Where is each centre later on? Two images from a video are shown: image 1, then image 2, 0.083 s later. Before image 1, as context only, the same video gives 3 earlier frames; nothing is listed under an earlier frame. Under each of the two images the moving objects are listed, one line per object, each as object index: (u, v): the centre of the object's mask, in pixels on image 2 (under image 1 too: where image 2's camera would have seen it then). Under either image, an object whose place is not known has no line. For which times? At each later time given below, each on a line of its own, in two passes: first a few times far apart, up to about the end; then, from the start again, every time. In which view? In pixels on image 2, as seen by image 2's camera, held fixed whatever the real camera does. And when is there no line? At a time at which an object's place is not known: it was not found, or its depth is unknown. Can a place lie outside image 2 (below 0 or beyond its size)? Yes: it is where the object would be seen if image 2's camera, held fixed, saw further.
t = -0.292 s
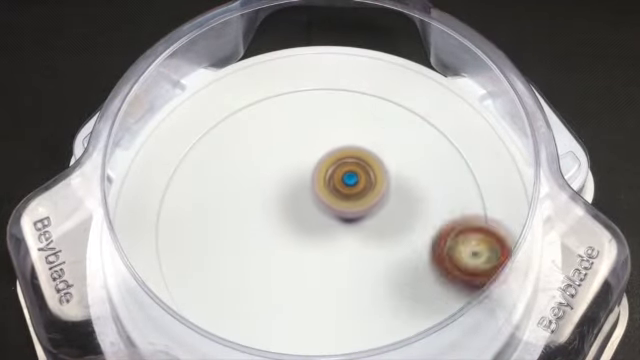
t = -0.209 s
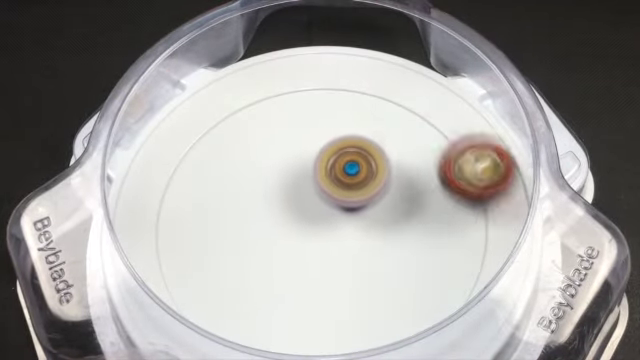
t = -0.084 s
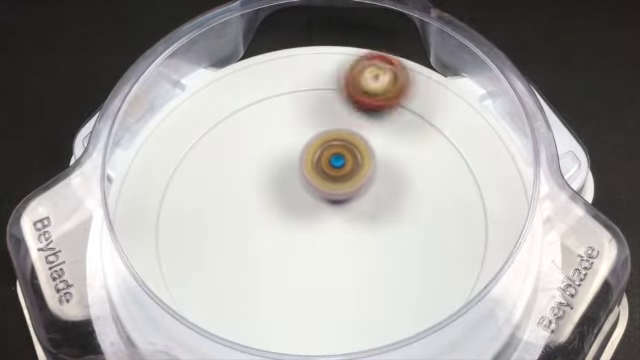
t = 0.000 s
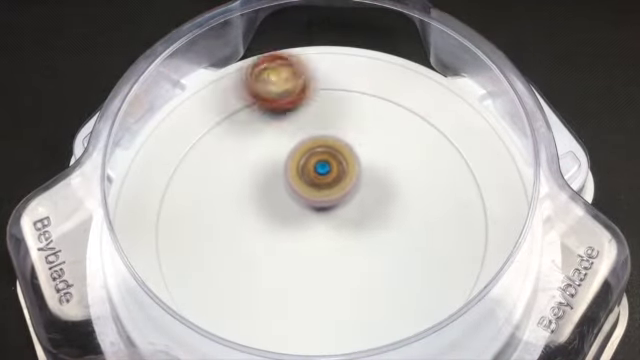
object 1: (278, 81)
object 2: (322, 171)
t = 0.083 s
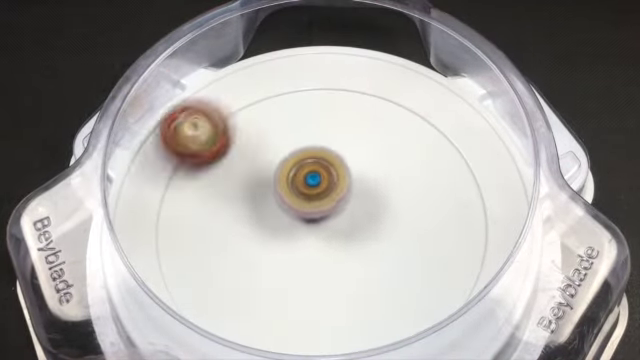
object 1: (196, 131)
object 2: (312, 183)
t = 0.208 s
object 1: (170, 255)
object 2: (315, 209)
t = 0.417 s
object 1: (378, 331)
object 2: (352, 240)
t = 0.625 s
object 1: (472, 161)
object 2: (380, 219)
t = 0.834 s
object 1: (281, 82)
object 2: (343, 195)
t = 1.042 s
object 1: (163, 226)
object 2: (295, 224)
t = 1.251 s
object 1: (330, 339)
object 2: (309, 269)
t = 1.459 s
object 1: (480, 204)
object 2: (356, 245)
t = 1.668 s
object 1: (348, 79)
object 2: (321, 193)
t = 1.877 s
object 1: (180, 158)
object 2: (264, 204)
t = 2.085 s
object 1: (227, 327)
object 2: (281, 248)
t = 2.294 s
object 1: (443, 298)
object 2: (340, 223)
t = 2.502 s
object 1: (441, 129)
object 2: (325, 176)
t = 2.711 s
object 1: (275, 84)
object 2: (291, 191)
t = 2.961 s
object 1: (165, 248)
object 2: (312, 222)
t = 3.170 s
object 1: (336, 337)
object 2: (319, 212)
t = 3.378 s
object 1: (479, 222)
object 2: (339, 211)
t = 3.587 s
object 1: (393, 89)
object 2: (329, 230)
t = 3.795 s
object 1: (221, 110)
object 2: (313, 218)
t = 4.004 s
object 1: (179, 267)
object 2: (336, 223)
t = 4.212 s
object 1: (348, 338)
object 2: (337, 235)
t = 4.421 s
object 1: (479, 223)
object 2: (303, 222)
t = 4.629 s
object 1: (387, 96)
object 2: (301, 204)
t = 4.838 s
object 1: (220, 117)
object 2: (328, 206)
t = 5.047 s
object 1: (174, 263)
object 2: (339, 222)
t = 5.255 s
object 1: (333, 339)
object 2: (322, 228)
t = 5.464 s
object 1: (467, 238)
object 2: (301, 218)
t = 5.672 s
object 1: (406, 105)
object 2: (306, 202)
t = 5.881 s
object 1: (249, 100)
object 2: (328, 200)
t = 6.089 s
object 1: (176, 230)
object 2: (338, 215)
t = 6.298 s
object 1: (308, 330)
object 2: (324, 229)
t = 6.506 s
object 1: (460, 256)
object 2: (305, 221)
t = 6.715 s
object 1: (419, 119)
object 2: (307, 204)
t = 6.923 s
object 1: (266, 104)
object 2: (325, 202)
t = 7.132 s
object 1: (176, 217)
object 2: (336, 213)
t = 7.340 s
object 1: (270, 329)
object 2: (327, 225)
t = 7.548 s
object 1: (430, 285)
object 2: (311, 223)
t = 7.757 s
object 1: (429, 148)
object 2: (307, 212)
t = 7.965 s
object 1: (298, 99)
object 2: (318, 206)
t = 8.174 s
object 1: (191, 186)
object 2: (328, 211)
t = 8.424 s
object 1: (292, 321)
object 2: (325, 222)
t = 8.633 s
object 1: (438, 267)
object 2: (314, 222)
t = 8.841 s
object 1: (427, 143)
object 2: (310, 213)
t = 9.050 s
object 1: (295, 111)
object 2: (317, 208)
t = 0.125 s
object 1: (171, 172)
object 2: (311, 190)
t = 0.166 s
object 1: (161, 214)
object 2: (311, 199)
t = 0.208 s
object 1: (170, 255)
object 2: (315, 209)
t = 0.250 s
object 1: (192, 292)
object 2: (320, 218)
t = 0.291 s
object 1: (231, 323)
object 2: (326, 226)
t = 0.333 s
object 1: (277, 334)
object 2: (334, 233)
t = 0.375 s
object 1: (330, 337)
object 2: (343, 238)
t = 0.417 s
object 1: (378, 331)
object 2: (352, 240)
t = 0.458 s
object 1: (422, 317)
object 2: (361, 240)
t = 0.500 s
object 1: (456, 282)
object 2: (369, 237)
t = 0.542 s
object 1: (476, 245)
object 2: (376, 233)
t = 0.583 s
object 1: (481, 206)
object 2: (379, 226)
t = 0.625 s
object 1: (472, 161)
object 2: (380, 219)
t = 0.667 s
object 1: (447, 127)
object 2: (377, 211)
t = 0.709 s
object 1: (413, 100)
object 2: (371, 204)
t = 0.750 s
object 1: (370, 83)
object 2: (361, 199)
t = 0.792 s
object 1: (325, 77)
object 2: (352, 196)
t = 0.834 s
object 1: (281, 82)
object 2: (343, 195)
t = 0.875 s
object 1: (241, 96)
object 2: (332, 196)
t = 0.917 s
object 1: (208, 118)
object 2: (321, 200)
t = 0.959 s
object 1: (181, 150)
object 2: (311, 206)
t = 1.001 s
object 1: (166, 188)
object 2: (302, 214)
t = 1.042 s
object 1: (163, 226)
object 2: (295, 224)
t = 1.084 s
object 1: (175, 264)
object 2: (292, 235)
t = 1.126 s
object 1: (199, 301)
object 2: (291, 245)
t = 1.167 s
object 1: (236, 326)
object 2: (294, 255)
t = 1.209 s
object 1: (280, 336)
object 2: (300, 263)
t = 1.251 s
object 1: (330, 339)
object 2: (309, 269)
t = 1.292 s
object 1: (377, 334)
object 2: (320, 272)
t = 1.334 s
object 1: (422, 318)
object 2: (331, 271)
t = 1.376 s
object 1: (455, 285)
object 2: (343, 265)
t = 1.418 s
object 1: (473, 245)
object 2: (352, 256)
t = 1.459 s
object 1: (480, 204)
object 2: (356, 245)
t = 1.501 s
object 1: (470, 166)
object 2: (355, 233)
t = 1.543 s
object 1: (451, 132)
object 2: (351, 220)
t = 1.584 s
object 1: (422, 106)
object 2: (343, 209)
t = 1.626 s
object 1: (386, 88)
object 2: (333, 200)
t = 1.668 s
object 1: (348, 79)
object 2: (321, 193)
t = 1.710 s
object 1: (307, 78)
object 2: (309, 189)
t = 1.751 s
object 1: (270, 88)
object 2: (295, 189)
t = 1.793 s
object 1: (233, 104)
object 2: (284, 191)
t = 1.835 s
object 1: (204, 127)
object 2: (273, 196)
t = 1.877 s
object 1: (180, 158)
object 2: (264, 204)
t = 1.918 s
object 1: (166, 192)
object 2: (258, 214)
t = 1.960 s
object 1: (161, 228)
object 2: (257, 224)
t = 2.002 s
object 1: (171, 263)
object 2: (262, 234)
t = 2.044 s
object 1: (191, 298)
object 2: (269, 242)
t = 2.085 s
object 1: (227, 327)
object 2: (281, 248)
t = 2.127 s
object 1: (272, 337)
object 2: (293, 248)
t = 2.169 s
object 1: (321, 339)
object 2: (308, 245)
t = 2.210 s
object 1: (370, 335)
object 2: (322, 240)
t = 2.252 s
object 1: (410, 326)
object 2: (333, 233)
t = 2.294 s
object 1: (443, 298)
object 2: (340, 223)
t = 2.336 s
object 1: (462, 264)
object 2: (343, 213)
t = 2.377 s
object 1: (475, 229)
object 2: (343, 202)
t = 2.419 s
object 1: (474, 193)
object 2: (340, 192)
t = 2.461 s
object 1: (462, 159)
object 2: (333, 183)
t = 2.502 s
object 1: (441, 129)
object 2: (325, 176)
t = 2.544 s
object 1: (413, 107)
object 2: (314, 173)
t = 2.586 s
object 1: (381, 92)
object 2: (303, 173)
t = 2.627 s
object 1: (348, 82)
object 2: (295, 178)
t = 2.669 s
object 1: (311, 79)
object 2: (291, 184)
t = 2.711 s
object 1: (275, 84)
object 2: (291, 191)
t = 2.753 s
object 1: (239, 96)
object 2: (292, 198)
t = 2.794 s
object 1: (209, 116)
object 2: (295, 205)
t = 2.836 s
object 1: (185, 144)
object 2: (299, 211)
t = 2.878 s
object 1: (168, 176)
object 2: (303, 216)
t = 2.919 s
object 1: (160, 211)
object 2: (308, 220)
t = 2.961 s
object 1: (165, 248)
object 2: (312, 222)
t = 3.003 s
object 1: (182, 285)
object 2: (315, 223)
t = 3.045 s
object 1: (209, 316)
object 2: (317, 223)
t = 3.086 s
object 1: (247, 330)
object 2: (318, 221)
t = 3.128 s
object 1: (291, 337)
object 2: (318, 218)
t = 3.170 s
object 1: (336, 337)
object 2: (319, 212)
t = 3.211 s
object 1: (382, 331)
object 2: (322, 207)
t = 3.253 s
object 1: (419, 318)
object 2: (327, 204)
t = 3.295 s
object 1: (447, 289)
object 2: (333, 203)
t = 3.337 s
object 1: (466, 257)
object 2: (336, 206)
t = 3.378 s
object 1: (479, 222)
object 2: (339, 211)
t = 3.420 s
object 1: (480, 187)
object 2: (340, 216)
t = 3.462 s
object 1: (469, 157)
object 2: (340, 221)
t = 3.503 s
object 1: (449, 129)
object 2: (338, 225)
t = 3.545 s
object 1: (424, 105)
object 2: (334, 228)
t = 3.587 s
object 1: (393, 89)
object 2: (329, 230)
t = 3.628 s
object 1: (357, 79)
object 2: (322, 231)
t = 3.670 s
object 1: (322, 76)
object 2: (317, 229)
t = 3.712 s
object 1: (286, 80)
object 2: (313, 225)
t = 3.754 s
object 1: (250, 92)
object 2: (312, 221)
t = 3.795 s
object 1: (221, 110)
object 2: (313, 218)
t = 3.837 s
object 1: (195, 135)
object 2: (315, 216)
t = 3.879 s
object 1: (177, 165)
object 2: (320, 216)
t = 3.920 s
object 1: (168, 198)
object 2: (325, 218)
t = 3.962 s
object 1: (167, 233)
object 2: (331, 221)
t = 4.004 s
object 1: (179, 267)
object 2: (336, 223)
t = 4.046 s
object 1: (199, 299)
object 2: (340, 227)
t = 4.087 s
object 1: (228, 325)
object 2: (342, 230)
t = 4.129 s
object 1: (265, 335)
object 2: (342, 232)
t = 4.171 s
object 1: (307, 340)
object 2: (341, 233)
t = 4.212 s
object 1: (348, 338)
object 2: (337, 235)
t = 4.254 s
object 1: (389, 332)
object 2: (331, 234)
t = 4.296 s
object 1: (425, 317)
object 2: (324, 233)
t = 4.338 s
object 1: (451, 291)
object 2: (316, 231)
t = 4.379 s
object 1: (467, 257)
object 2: (309, 227)
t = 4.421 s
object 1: (479, 223)
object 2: (303, 222)
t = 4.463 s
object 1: (478, 192)
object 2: (298, 218)
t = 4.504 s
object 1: (465, 159)
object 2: (296, 214)
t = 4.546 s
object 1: (445, 133)
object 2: (297, 209)
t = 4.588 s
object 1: (419, 111)
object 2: (299, 206)
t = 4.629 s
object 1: (387, 96)
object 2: (301, 204)
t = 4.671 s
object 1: (354, 88)
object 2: (306, 202)
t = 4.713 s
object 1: (318, 85)
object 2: (311, 202)
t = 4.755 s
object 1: (285, 90)
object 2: (317, 202)
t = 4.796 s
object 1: (251, 101)
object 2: (324, 204)
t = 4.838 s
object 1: (220, 117)
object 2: (328, 206)
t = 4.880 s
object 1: (196, 140)
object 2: (333, 209)
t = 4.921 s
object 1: (177, 168)
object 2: (337, 212)
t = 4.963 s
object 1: (166, 198)
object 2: (339, 215)
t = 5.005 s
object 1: (164, 231)
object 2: (339, 218)
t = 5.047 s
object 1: (174, 263)
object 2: (339, 222)
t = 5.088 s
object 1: (189, 296)
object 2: (337, 224)
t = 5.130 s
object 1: (217, 323)
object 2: (334, 226)
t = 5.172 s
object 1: (250, 334)
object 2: (331, 227)
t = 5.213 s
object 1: (292, 338)
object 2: (327, 228)
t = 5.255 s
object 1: (333, 339)
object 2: (322, 228)
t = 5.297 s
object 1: (374, 333)
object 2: (317, 227)
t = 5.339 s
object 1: (408, 324)
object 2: (312, 226)
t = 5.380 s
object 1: (437, 298)
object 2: (307, 224)
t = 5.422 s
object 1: (454, 269)
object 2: (304, 221)
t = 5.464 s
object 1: (467, 238)
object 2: (301, 218)
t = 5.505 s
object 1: (470, 206)
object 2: (300, 214)
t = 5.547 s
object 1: (463, 175)
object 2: (300, 210)
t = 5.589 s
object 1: (451, 148)
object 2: (300, 207)
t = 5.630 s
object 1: (431, 124)
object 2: (303, 204)
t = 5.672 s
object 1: (406, 105)
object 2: (306, 202)
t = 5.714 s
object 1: (377, 92)
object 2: (310, 200)
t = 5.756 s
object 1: (345, 84)
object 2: (315, 199)
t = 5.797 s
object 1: (313, 83)
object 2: (319, 198)
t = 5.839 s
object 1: (280, 88)
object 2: (324, 199)
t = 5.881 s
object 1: (249, 100)
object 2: (328, 200)
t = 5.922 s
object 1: (221, 116)
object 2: (332, 202)
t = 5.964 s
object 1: (199, 141)
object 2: (335, 205)
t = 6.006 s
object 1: (183, 167)
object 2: (337, 209)
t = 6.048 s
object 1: (175, 198)
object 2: (338, 212)
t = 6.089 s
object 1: (176, 230)
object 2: (338, 215)
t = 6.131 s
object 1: (187, 261)
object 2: (337, 220)
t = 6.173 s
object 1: (208, 289)
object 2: (335, 222)
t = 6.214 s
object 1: (239, 311)
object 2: (332, 226)
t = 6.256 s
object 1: (273, 324)
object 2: (328, 227)
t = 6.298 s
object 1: (308, 330)
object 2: (324, 229)
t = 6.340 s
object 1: (347, 327)
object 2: (320, 229)
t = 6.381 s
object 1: (385, 325)
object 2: (315, 228)
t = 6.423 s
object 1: (417, 307)
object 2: (311, 226)
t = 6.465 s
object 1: (442, 281)
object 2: (307, 224)
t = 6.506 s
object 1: (460, 256)
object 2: (305, 221)
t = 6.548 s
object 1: (468, 225)
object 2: (304, 217)
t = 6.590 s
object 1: (467, 194)
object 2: (303, 214)
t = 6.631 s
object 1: (458, 166)
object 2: (303, 210)
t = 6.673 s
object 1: (441, 140)
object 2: (305, 208)
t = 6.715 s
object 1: (419, 119)
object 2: (307, 204)
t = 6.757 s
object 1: (392, 105)
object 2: (310, 203)
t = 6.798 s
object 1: (362, 95)
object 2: (314, 202)
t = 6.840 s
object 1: (330, 93)
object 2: (317, 201)
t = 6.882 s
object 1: (297, 96)
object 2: (322, 201)
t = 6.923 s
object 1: (266, 104)
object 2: (325, 202)
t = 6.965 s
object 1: (237, 118)
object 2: (328, 203)
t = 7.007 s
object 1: (213, 138)
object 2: (331, 205)
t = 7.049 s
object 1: (194, 160)
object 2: (334, 207)
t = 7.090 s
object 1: (182, 188)
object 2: (335, 210)
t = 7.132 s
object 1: (176, 217)
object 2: (336, 213)
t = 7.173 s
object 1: (179, 246)
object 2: (335, 216)
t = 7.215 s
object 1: (191, 275)
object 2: (334, 219)
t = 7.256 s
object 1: (212, 298)
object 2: (332, 222)
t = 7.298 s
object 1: (236, 321)
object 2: (330, 224)
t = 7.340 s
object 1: (270, 329)
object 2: (327, 225)
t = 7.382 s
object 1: (306, 330)
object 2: (324, 226)
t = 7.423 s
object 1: (341, 329)
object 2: (320, 227)
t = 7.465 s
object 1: (376, 326)
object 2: (317, 226)
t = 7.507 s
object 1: (406, 309)
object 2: (314, 225)
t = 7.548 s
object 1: (430, 285)
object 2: (311, 223)
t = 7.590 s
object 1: (445, 258)
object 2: (309, 222)
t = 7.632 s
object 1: (452, 229)
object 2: (307, 219)
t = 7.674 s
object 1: (451, 198)
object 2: (307, 217)
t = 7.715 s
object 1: (443, 171)
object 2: (307, 214)
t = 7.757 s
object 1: (429, 148)
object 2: (307, 212)
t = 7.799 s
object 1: (409, 128)
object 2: (308, 209)
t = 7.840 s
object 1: (384, 113)
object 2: (311, 207)
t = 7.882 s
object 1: (357, 103)
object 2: (313, 207)
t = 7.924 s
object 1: (328, 97)
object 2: (316, 205)
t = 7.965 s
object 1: (298, 99)
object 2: (318, 206)
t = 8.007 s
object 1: (269, 107)
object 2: (321, 205)
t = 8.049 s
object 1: (242, 119)
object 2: (323, 206)
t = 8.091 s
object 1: (219, 137)
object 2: (326, 207)
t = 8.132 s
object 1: (202, 160)
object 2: (327, 209)
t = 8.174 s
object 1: (191, 186)
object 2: (328, 211)
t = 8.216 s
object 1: (188, 216)
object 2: (330, 213)
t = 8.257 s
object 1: (195, 244)
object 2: (330, 215)
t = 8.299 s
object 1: (209, 270)
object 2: (329, 217)
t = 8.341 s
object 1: (231, 293)
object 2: (329, 219)
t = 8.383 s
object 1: (259, 310)
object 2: (327, 221)
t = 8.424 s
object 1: (292, 321)
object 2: (325, 222)
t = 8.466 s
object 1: (326, 323)
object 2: (323, 223)
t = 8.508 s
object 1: (358, 319)
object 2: (320, 223)
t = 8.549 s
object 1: (389, 307)
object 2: (318, 224)
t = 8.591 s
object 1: (417, 289)
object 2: (316, 223)
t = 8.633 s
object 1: (438, 267)
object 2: (314, 222)
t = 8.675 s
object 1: (450, 241)
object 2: (312, 221)
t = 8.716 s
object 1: (456, 214)
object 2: (311, 219)
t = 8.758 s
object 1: (453, 188)
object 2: (310, 217)
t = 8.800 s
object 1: (443, 164)
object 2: (310, 215)
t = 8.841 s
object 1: (427, 143)
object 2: (310, 213)
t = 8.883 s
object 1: (406, 127)
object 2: (311, 211)
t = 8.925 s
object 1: (380, 115)
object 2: (312, 210)
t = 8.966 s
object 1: (353, 108)
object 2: (314, 209)
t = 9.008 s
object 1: (324, 106)
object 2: (315, 208)
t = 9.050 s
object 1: (295, 111)
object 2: (317, 208)
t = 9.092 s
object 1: (268, 120)
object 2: (319, 209)
